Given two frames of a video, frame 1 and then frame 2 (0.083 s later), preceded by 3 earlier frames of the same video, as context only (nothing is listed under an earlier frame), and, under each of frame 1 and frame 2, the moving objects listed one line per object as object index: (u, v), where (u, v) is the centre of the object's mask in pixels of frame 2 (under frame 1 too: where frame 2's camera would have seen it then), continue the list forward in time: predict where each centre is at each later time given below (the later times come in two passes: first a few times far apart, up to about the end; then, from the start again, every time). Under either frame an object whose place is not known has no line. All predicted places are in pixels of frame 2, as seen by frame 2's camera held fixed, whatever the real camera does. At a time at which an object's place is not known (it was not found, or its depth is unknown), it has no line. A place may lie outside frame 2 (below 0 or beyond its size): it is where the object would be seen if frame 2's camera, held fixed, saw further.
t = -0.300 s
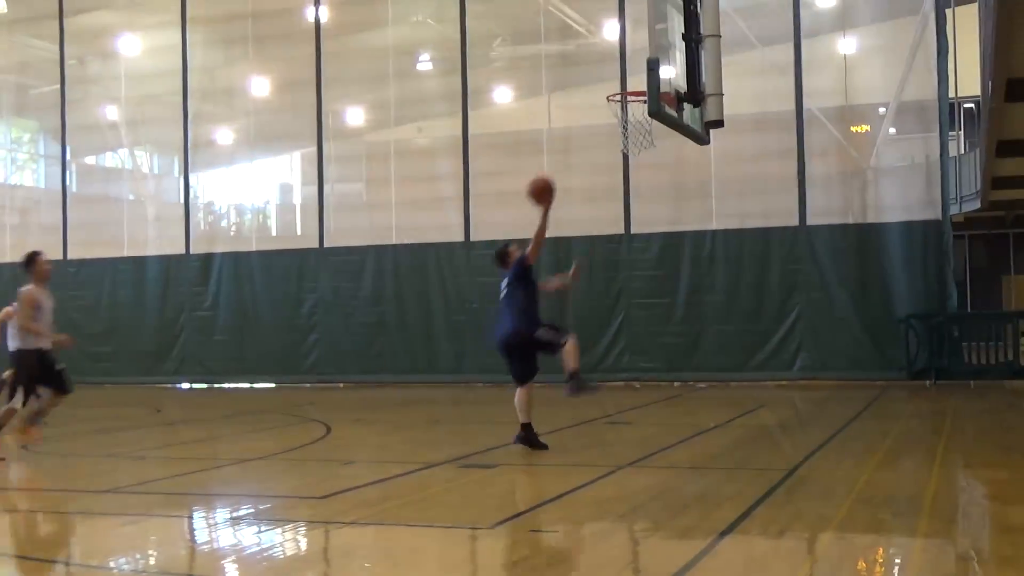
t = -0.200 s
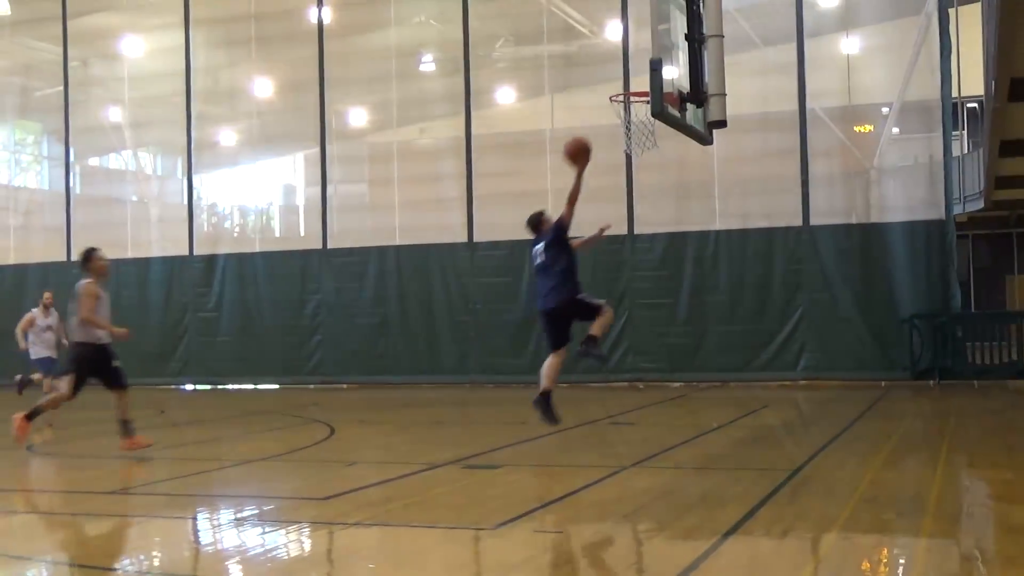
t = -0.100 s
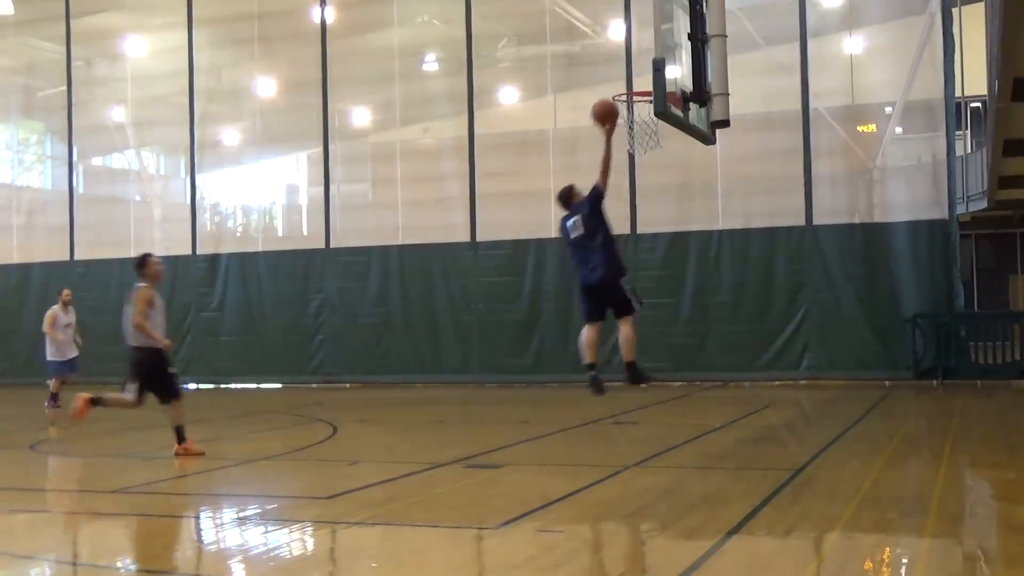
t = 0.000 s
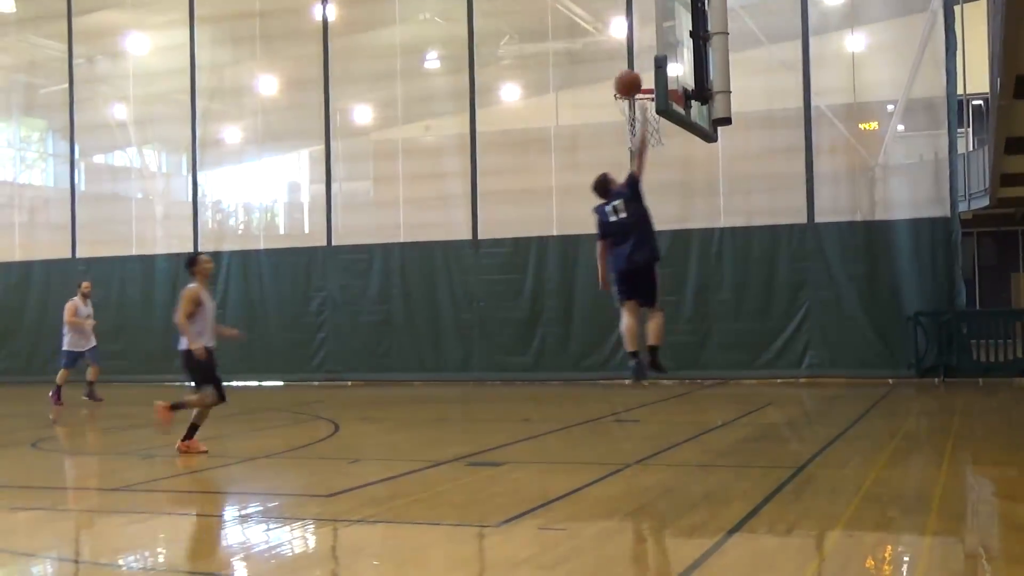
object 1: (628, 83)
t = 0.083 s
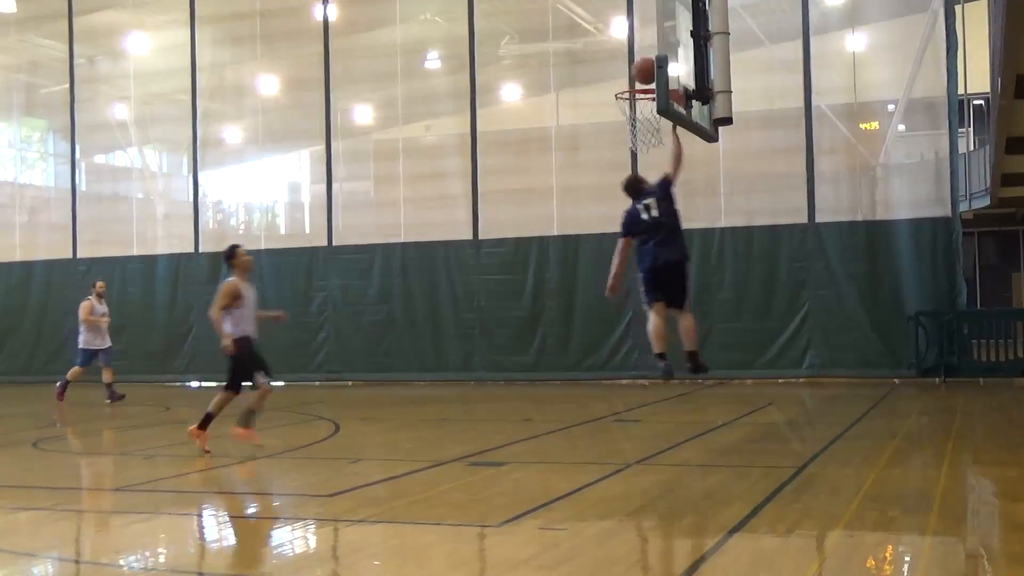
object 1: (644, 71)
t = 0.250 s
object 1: (649, 70)
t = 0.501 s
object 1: (630, 122)
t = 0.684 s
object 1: (626, 163)
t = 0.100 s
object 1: (646, 69)
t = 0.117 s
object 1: (648, 68)
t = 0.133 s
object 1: (649, 67)
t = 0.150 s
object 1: (651, 66)
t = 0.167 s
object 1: (652, 67)
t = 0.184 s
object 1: (653, 66)
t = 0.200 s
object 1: (652, 67)
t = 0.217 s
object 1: (651, 68)
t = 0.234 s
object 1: (650, 69)
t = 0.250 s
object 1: (649, 70)
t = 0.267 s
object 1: (649, 71)
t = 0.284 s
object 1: (648, 73)
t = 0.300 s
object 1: (647, 75)
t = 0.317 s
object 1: (646, 77)
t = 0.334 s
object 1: (645, 78)
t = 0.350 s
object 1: (644, 81)
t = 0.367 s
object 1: (643, 87)
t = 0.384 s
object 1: (642, 90)
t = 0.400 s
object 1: (640, 94)
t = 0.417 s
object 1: (639, 98)
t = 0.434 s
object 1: (636, 103)
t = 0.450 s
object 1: (635, 108)
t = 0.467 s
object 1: (633, 112)
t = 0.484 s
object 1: (631, 117)
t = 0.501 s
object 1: (630, 122)
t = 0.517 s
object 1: (628, 126)
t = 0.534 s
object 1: (628, 130)
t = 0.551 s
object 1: (627, 133)
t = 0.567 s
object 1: (627, 136)
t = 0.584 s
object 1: (627, 139)
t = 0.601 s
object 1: (627, 142)
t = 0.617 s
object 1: (627, 145)
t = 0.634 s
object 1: (627, 149)
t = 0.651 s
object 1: (626, 154)
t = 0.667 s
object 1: (626, 158)
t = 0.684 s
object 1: (626, 163)
